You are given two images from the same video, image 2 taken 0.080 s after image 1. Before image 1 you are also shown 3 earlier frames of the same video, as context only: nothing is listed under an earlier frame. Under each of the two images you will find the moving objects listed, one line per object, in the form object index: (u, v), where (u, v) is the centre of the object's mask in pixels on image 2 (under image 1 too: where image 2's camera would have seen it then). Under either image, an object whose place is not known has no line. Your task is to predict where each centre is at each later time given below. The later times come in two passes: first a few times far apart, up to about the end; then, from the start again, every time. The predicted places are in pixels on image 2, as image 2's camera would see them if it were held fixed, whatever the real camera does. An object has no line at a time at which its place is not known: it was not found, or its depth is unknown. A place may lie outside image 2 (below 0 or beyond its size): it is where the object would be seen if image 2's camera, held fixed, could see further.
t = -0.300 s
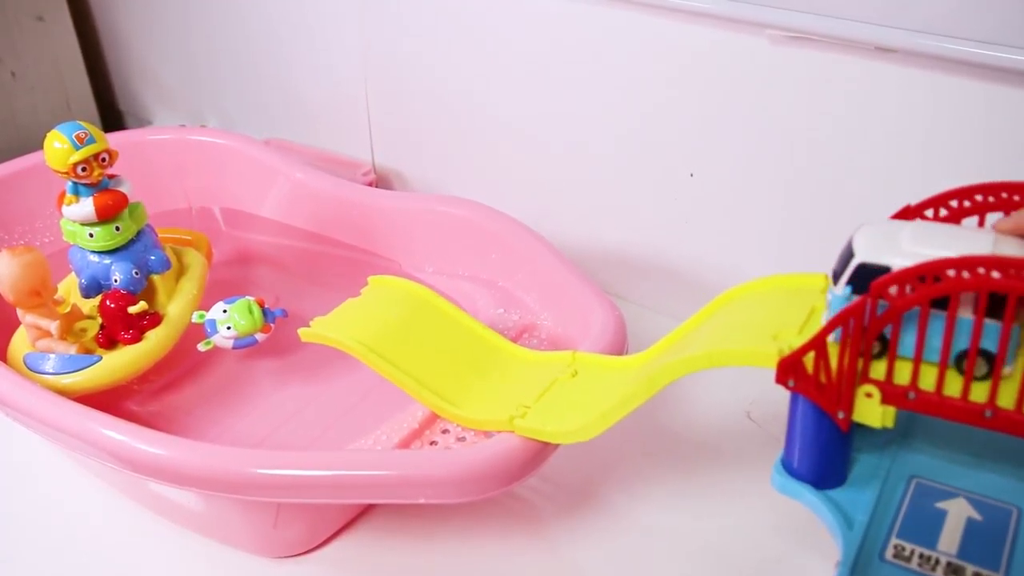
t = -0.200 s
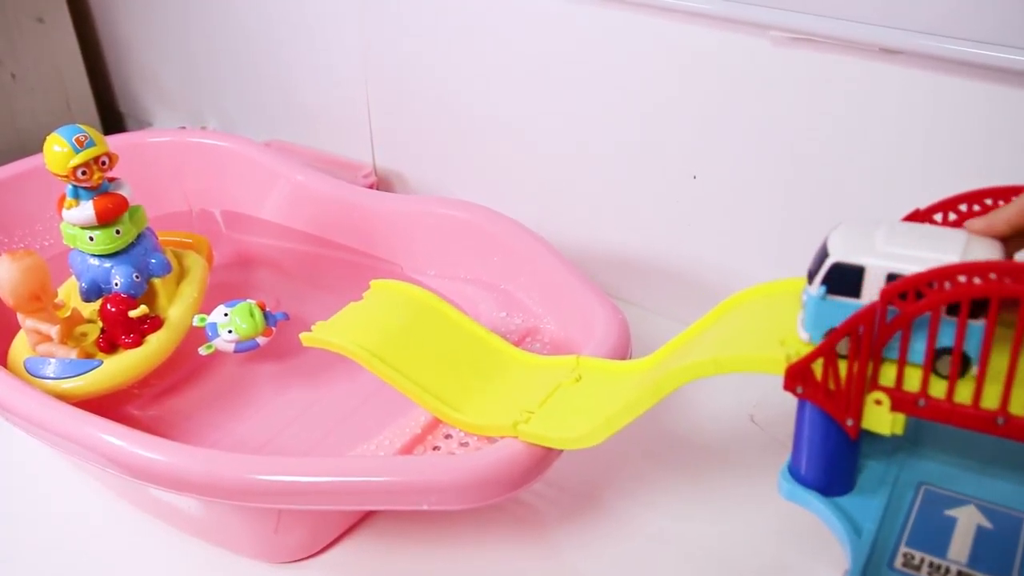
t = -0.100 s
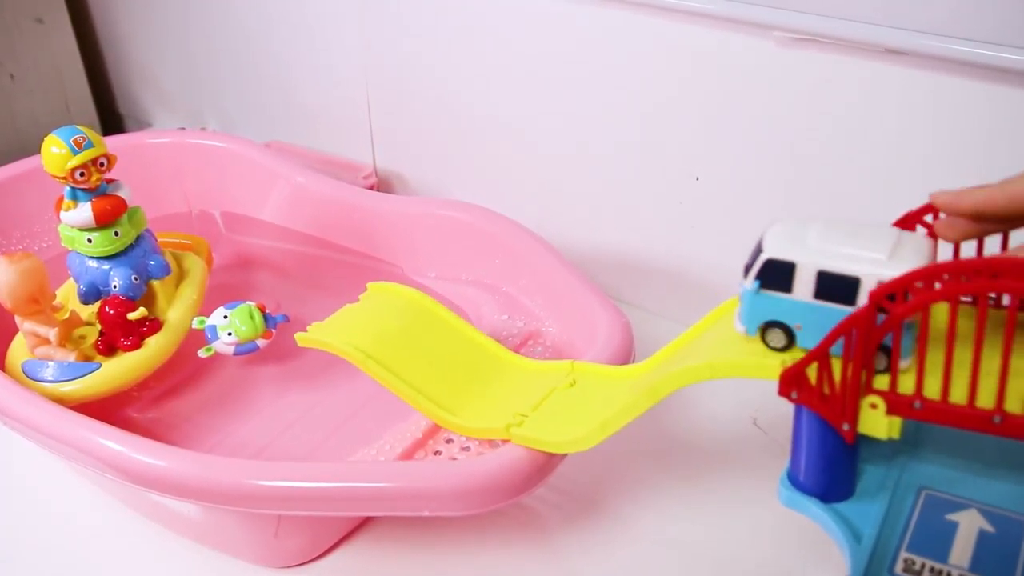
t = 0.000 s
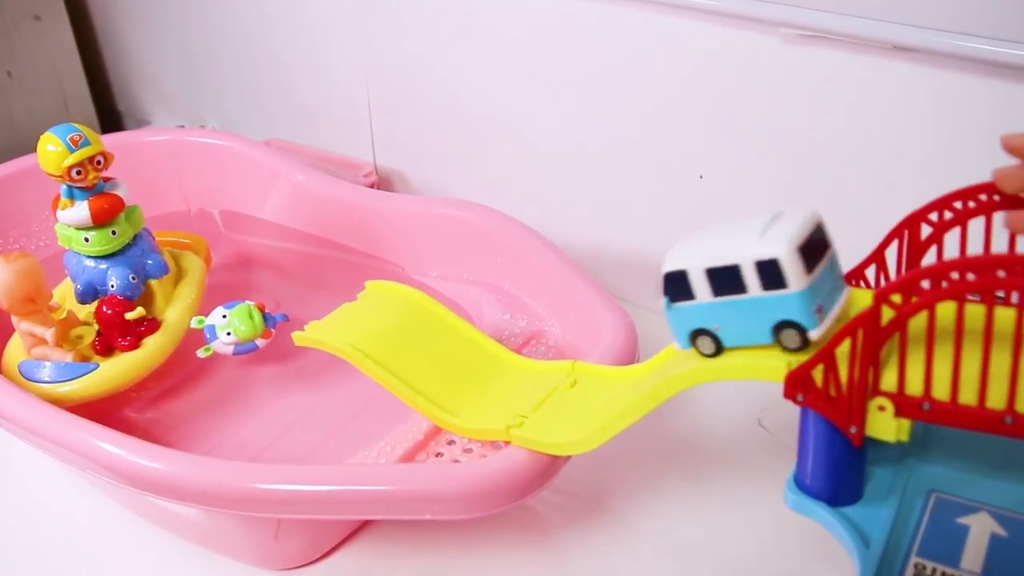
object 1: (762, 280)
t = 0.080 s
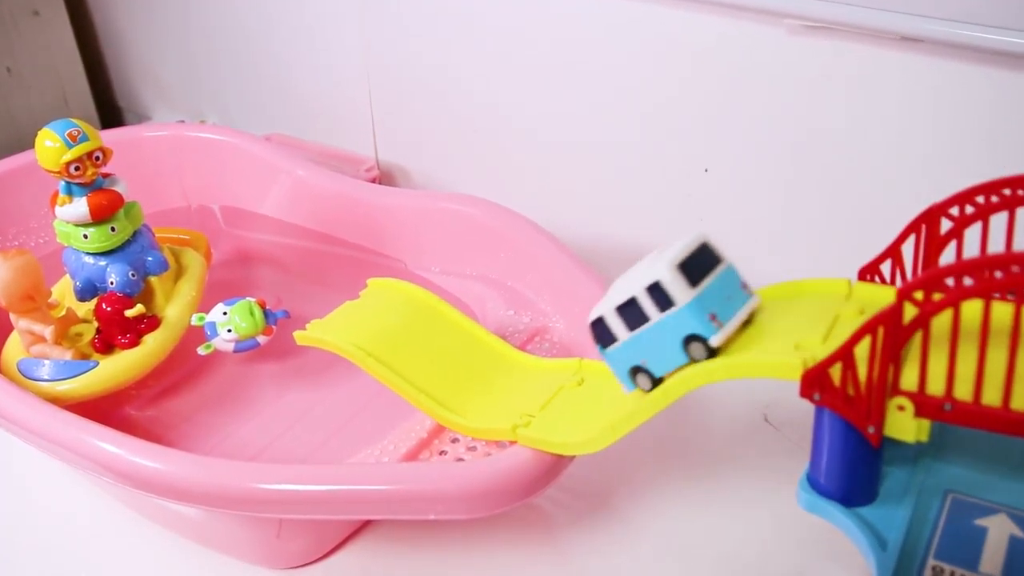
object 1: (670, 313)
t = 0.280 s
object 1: (432, 329)
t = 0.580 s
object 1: (293, 340)
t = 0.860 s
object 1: (273, 324)
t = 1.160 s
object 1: (268, 337)
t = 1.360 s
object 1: (261, 344)
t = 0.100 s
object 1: (645, 327)
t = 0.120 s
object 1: (620, 343)
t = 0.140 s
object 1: (593, 348)
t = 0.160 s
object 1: (568, 352)
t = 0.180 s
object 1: (542, 359)
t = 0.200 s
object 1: (516, 352)
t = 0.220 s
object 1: (492, 343)
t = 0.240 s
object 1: (470, 335)
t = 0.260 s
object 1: (450, 332)
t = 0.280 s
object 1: (432, 329)
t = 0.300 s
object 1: (419, 328)
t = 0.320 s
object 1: (410, 321)
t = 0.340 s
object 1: (402, 316)
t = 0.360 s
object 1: (393, 311)
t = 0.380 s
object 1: (384, 309)
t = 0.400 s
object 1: (374, 308)
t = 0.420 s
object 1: (365, 307)
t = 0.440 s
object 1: (356, 306)
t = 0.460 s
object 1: (346, 307)
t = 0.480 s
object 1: (337, 308)
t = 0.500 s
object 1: (327, 309)
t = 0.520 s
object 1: (316, 312)
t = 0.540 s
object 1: (305, 320)
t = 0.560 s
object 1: (298, 330)
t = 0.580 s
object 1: (293, 340)
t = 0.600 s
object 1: (289, 345)
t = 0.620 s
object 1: (287, 351)
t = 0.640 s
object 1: (288, 356)
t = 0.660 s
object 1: (286, 359)
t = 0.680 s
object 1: (283, 360)
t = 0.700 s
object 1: (280, 359)
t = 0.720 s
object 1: (279, 354)
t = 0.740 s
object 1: (278, 347)
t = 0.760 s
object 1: (278, 339)
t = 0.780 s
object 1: (277, 334)
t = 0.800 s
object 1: (276, 329)
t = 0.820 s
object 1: (273, 325)
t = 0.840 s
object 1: (272, 323)
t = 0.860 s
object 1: (273, 324)
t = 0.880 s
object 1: (273, 325)
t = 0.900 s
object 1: (270, 326)
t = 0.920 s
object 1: (267, 327)
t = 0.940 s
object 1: (271, 331)
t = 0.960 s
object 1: (271, 333)
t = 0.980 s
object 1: (271, 336)
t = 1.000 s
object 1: (270, 338)
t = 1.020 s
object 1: (270, 339)
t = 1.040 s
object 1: (269, 340)
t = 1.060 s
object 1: (268, 339)
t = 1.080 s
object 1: (268, 339)
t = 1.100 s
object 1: (268, 338)
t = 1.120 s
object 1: (266, 339)
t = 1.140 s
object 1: (268, 338)
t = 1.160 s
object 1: (268, 337)
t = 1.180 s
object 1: (268, 337)
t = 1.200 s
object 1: (268, 338)
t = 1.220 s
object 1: (267, 338)
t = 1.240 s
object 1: (267, 339)
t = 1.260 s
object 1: (266, 340)
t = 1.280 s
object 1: (265, 341)
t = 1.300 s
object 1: (264, 343)
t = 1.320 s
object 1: (263, 343)
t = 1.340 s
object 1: (262, 344)
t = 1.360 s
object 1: (261, 344)
